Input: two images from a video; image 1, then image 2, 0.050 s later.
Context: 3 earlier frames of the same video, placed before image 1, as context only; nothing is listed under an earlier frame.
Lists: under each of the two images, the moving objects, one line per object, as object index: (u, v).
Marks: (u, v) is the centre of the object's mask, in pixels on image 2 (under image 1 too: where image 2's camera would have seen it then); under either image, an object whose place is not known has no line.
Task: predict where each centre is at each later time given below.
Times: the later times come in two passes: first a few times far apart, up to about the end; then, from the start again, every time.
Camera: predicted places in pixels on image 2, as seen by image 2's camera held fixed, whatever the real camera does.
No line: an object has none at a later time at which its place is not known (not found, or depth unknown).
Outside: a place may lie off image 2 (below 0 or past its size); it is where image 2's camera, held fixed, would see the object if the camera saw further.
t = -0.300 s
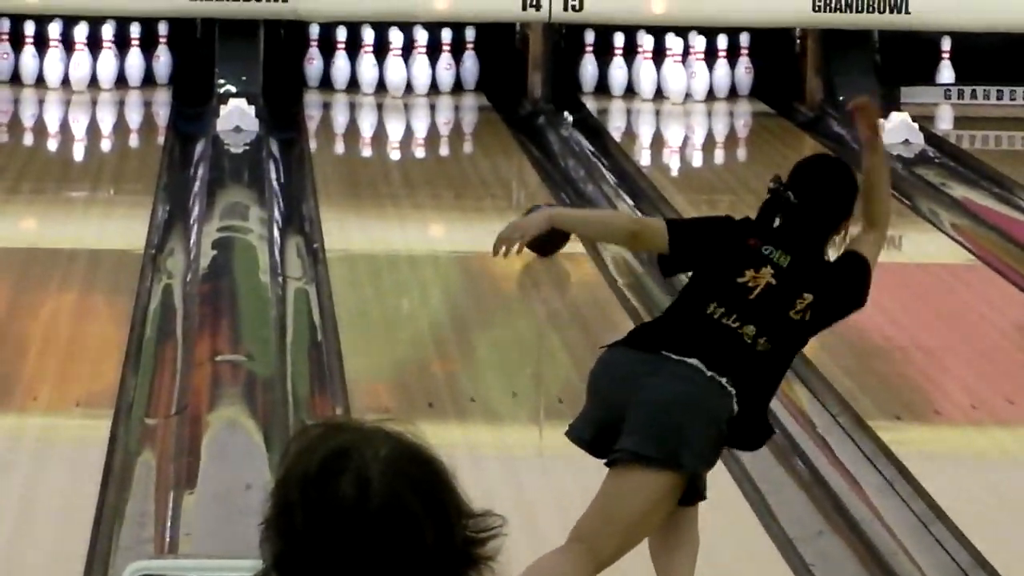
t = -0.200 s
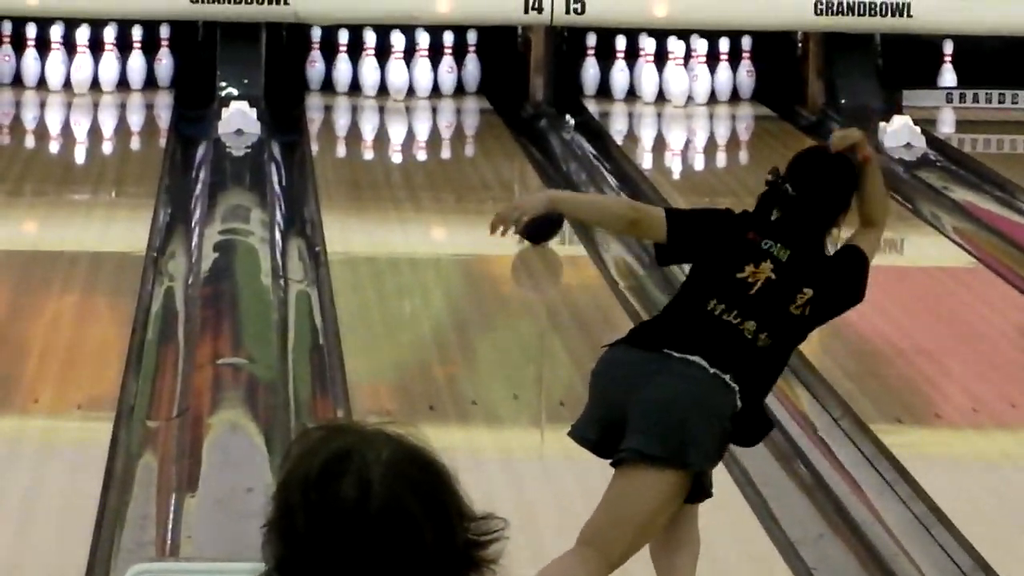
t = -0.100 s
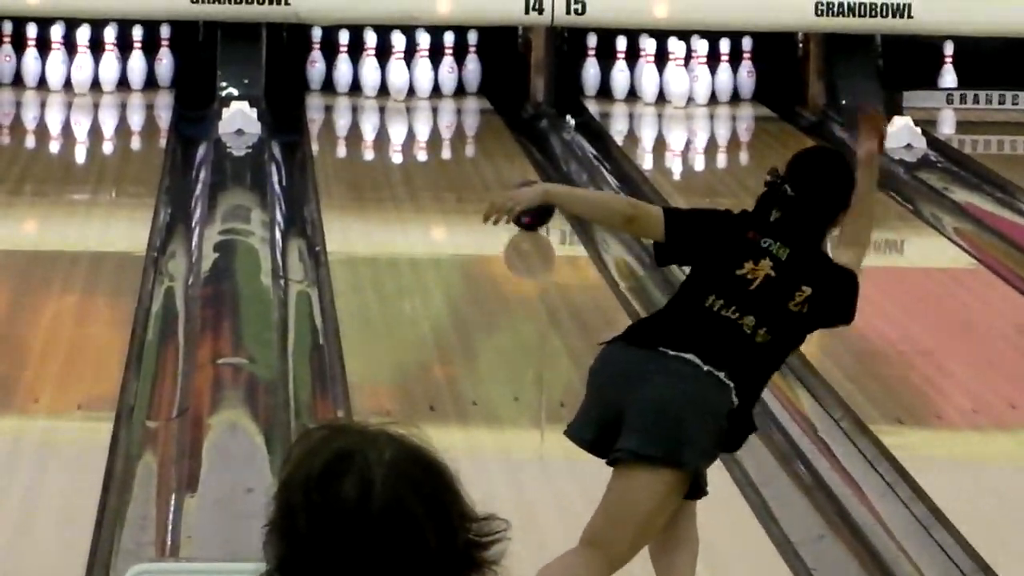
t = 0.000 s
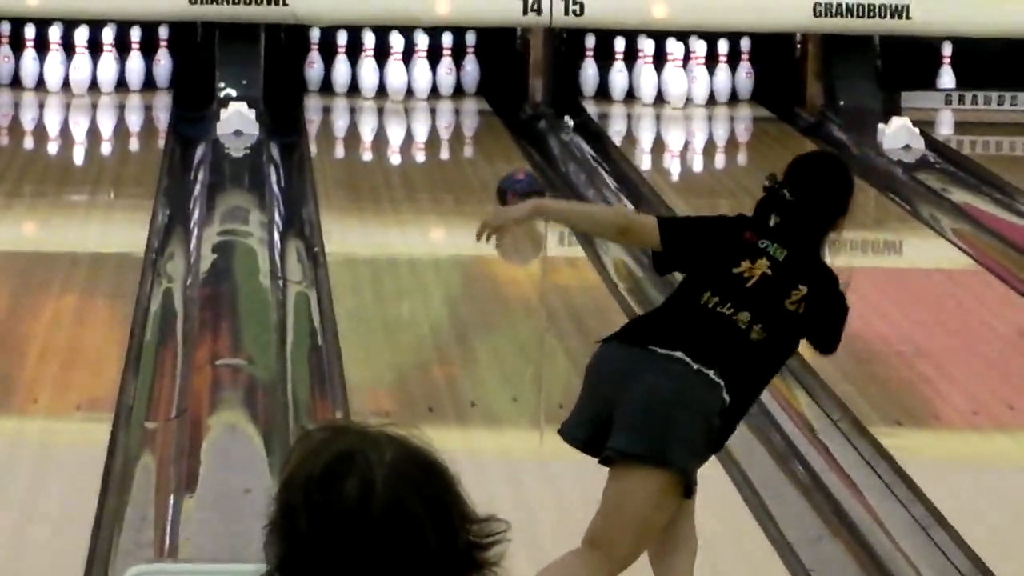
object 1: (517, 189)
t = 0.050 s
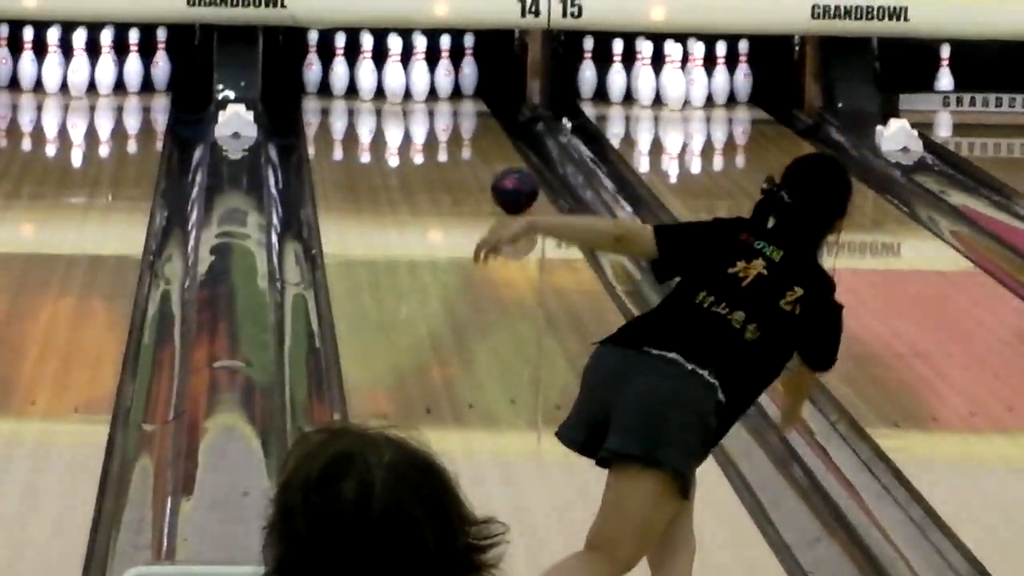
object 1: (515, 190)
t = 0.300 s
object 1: (496, 164)
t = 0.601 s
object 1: (472, 135)
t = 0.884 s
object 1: (446, 114)
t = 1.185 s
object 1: (415, 95)
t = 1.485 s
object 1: (394, 82)
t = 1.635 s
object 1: (384, 80)
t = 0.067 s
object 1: (513, 188)
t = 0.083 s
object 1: (512, 186)
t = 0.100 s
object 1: (511, 185)
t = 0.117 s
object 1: (510, 183)
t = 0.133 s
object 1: (508, 182)
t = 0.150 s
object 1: (508, 180)
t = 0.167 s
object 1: (506, 178)
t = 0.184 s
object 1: (505, 176)
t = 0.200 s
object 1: (504, 174)
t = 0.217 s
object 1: (502, 172)
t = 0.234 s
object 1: (501, 170)
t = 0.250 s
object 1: (499, 169)
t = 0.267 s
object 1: (498, 167)
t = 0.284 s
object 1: (497, 165)
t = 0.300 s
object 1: (496, 164)
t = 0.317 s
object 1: (494, 162)
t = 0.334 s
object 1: (493, 160)
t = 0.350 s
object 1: (492, 158)
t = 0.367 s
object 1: (490, 157)
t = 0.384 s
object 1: (489, 155)
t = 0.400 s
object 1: (488, 154)
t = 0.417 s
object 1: (486, 153)
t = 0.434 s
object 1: (485, 151)
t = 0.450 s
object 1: (484, 149)
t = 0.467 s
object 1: (483, 147)
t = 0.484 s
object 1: (481, 146)
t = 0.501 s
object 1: (480, 144)
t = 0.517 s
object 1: (479, 143)
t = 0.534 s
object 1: (477, 141)
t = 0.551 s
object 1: (476, 139)
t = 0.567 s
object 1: (475, 138)
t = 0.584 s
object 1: (473, 137)
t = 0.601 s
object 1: (472, 135)
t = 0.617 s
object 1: (470, 134)
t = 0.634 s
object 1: (469, 133)
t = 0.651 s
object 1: (468, 131)
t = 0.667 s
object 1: (466, 130)
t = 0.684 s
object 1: (464, 129)
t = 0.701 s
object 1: (463, 127)
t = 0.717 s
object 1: (461, 126)
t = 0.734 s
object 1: (460, 125)
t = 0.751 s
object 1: (458, 123)
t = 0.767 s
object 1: (457, 122)
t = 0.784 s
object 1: (455, 121)
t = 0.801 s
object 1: (454, 120)
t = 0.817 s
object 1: (452, 119)
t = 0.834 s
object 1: (450, 118)
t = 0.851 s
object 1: (449, 117)
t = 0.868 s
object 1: (447, 115)
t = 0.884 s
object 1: (446, 114)
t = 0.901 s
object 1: (444, 113)
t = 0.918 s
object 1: (442, 112)
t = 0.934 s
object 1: (440, 111)
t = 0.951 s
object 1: (439, 110)
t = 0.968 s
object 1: (437, 108)
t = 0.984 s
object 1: (435, 107)
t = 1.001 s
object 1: (433, 106)
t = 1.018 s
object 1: (431, 105)
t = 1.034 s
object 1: (430, 104)
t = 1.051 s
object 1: (428, 103)
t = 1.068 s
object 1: (426, 102)
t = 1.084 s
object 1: (424, 101)
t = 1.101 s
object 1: (422, 100)
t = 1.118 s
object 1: (421, 99)
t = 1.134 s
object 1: (419, 98)
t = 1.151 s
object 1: (418, 97)
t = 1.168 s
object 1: (416, 96)
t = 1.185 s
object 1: (415, 95)
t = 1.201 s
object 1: (413, 94)
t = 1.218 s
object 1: (411, 93)
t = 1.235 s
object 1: (410, 92)
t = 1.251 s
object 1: (408, 91)
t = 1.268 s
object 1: (406, 90)
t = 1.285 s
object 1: (405, 89)
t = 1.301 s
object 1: (404, 88)
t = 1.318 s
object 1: (403, 87)
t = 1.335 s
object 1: (403, 86)
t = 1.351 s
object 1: (403, 86)
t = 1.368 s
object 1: (403, 85)
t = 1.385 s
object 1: (402, 84)
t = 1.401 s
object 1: (400, 84)
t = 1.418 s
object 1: (399, 83)
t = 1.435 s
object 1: (397, 84)
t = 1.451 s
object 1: (396, 83)
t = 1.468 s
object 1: (395, 82)
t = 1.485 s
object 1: (394, 82)
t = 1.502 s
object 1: (392, 81)
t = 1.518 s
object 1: (391, 80)
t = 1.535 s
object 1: (389, 81)
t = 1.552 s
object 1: (389, 80)
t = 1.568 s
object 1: (388, 79)
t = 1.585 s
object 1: (387, 80)
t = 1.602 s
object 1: (386, 80)
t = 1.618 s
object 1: (385, 81)
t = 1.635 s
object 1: (384, 80)
